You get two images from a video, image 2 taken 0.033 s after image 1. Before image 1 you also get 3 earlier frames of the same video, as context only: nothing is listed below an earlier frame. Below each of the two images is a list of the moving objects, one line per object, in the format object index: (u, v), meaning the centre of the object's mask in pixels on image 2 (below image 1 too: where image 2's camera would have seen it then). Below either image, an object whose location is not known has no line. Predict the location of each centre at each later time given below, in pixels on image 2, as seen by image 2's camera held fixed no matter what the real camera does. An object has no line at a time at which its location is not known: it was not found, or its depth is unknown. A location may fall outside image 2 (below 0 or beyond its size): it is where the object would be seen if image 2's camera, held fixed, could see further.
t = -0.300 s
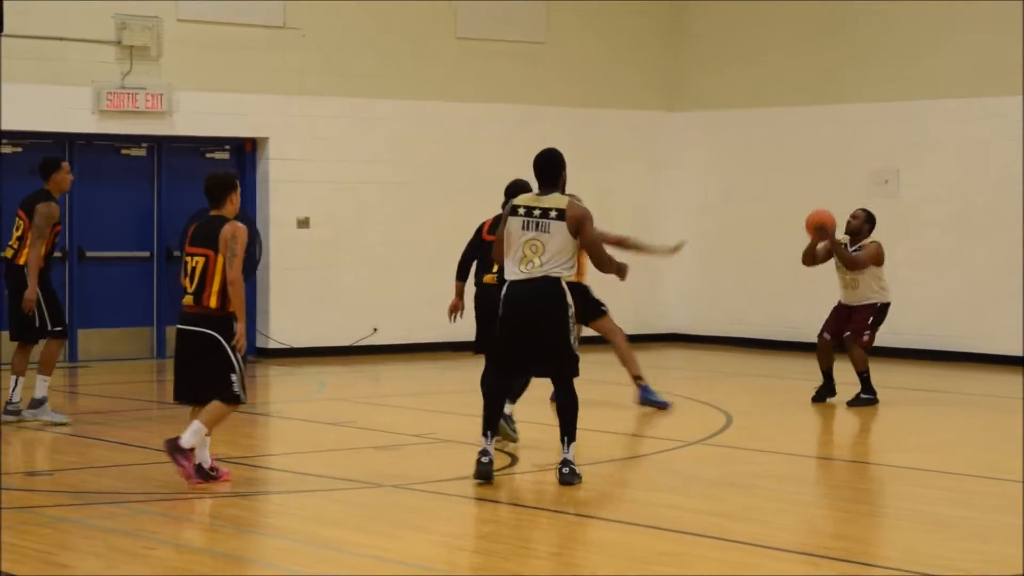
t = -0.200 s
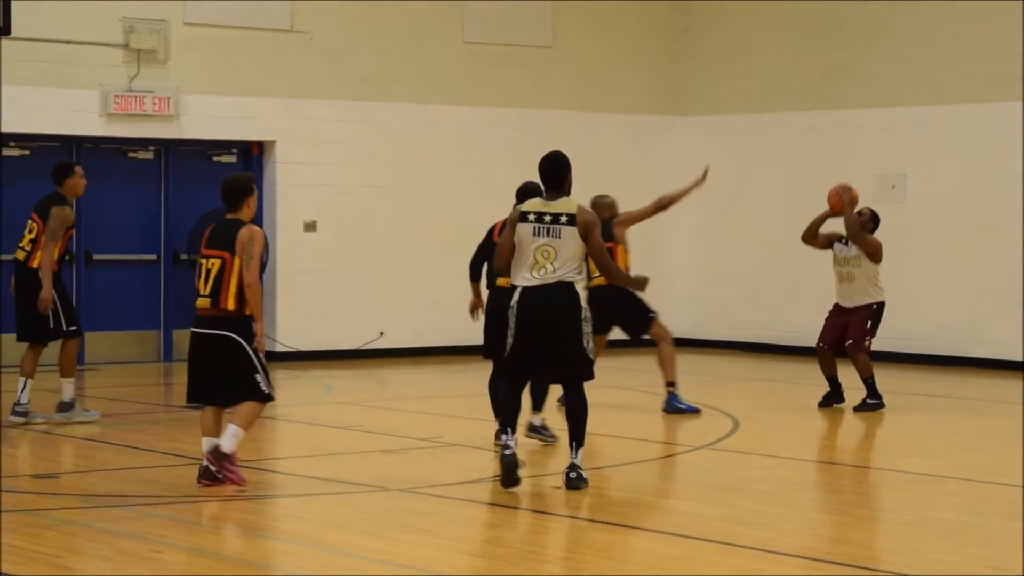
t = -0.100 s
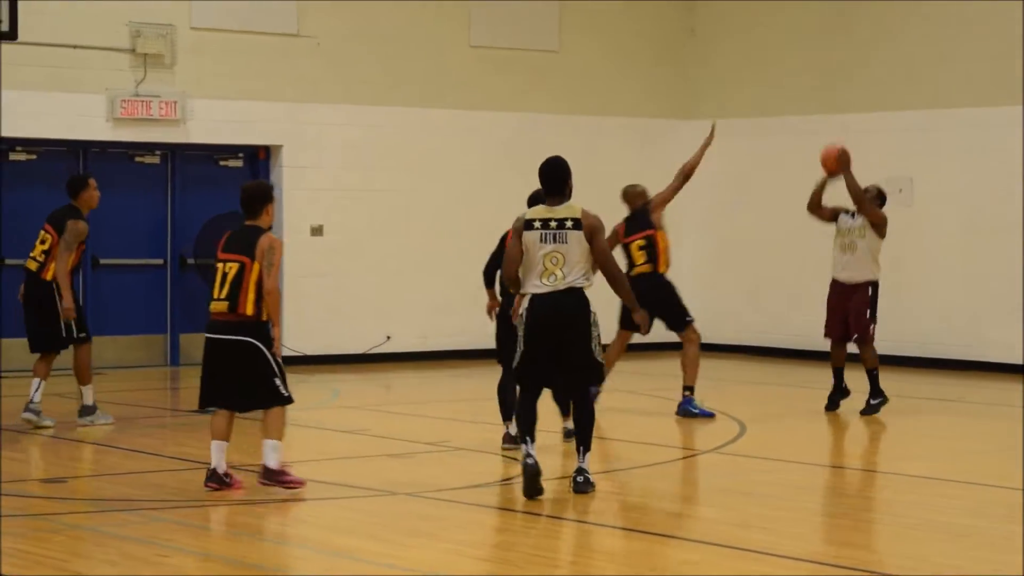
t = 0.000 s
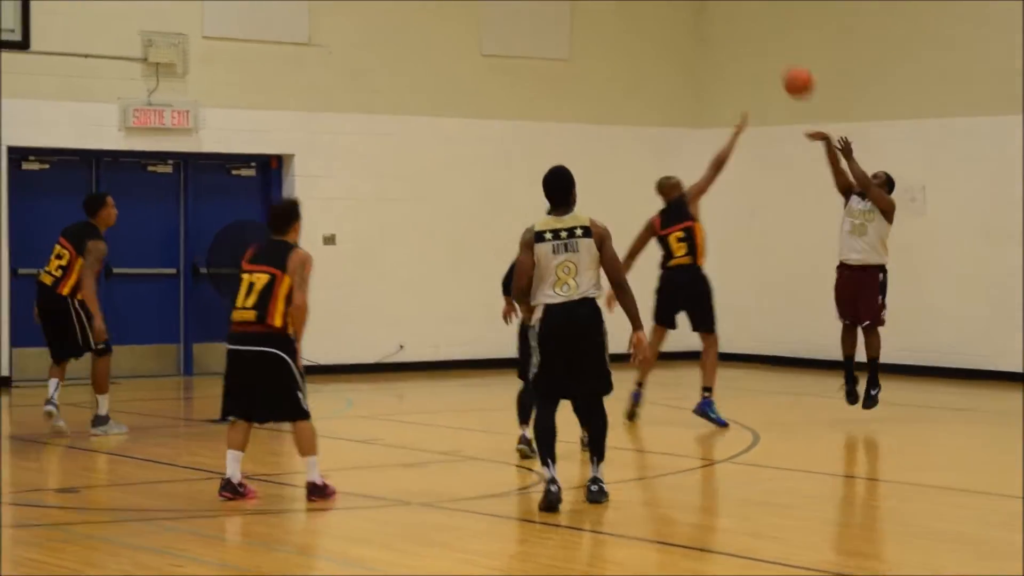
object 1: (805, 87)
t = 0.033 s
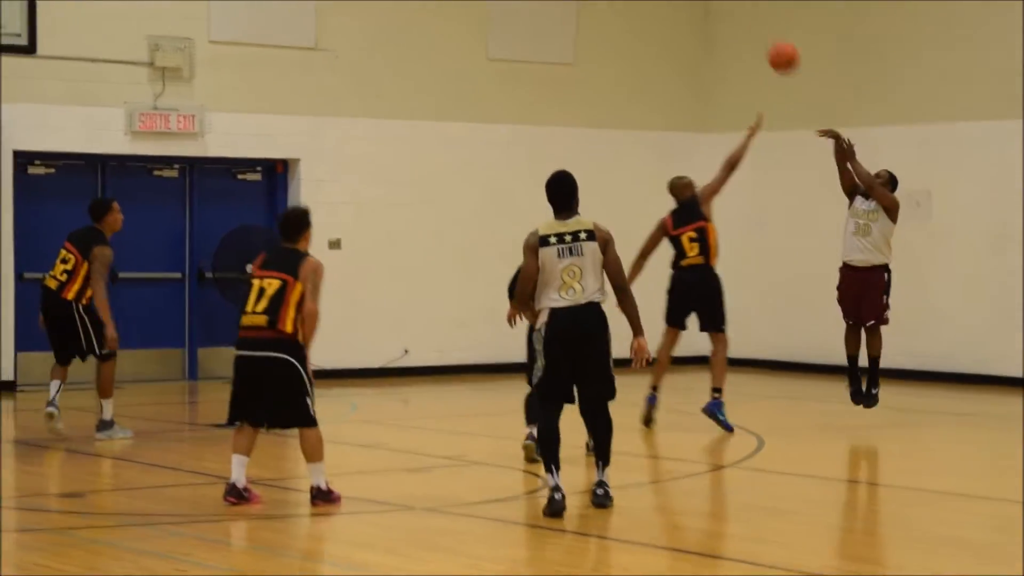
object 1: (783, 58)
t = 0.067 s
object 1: (758, 32)
